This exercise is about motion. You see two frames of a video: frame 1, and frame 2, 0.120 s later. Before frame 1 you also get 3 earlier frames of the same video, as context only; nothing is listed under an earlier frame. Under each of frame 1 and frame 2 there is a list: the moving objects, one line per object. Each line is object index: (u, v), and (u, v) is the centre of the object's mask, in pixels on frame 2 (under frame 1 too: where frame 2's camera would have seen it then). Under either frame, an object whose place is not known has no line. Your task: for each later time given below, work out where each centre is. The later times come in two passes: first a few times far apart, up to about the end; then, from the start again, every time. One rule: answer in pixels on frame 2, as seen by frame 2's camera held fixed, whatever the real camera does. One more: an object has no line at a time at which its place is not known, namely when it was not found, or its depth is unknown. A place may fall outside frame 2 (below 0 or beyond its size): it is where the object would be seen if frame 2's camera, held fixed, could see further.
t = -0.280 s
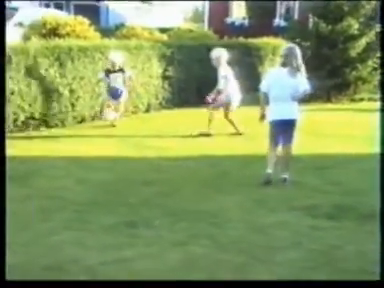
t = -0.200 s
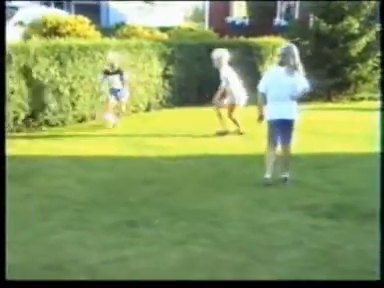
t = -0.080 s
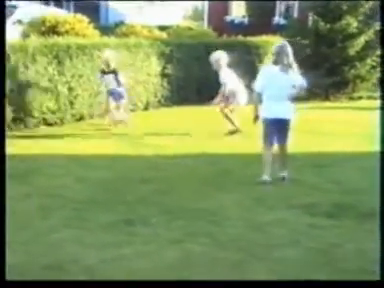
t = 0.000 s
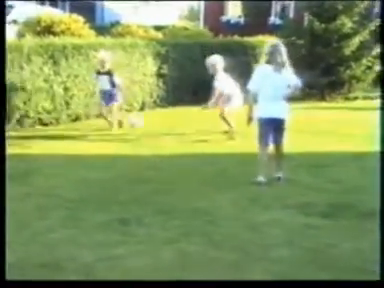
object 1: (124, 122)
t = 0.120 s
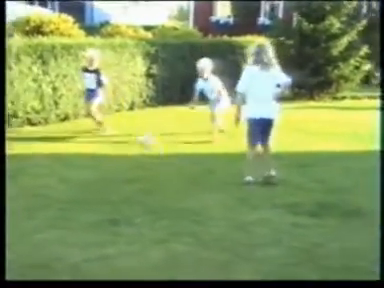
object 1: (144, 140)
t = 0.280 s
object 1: (172, 156)
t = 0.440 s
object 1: (194, 167)
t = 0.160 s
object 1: (155, 152)
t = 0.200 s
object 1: (161, 155)
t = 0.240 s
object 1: (165, 156)
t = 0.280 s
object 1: (172, 156)
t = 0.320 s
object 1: (176, 156)
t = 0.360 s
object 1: (181, 160)
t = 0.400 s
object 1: (188, 162)
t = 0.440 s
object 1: (194, 167)
